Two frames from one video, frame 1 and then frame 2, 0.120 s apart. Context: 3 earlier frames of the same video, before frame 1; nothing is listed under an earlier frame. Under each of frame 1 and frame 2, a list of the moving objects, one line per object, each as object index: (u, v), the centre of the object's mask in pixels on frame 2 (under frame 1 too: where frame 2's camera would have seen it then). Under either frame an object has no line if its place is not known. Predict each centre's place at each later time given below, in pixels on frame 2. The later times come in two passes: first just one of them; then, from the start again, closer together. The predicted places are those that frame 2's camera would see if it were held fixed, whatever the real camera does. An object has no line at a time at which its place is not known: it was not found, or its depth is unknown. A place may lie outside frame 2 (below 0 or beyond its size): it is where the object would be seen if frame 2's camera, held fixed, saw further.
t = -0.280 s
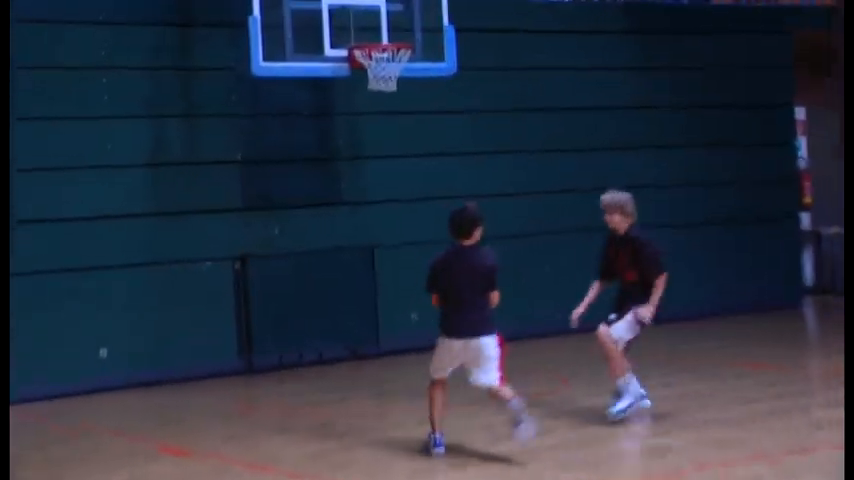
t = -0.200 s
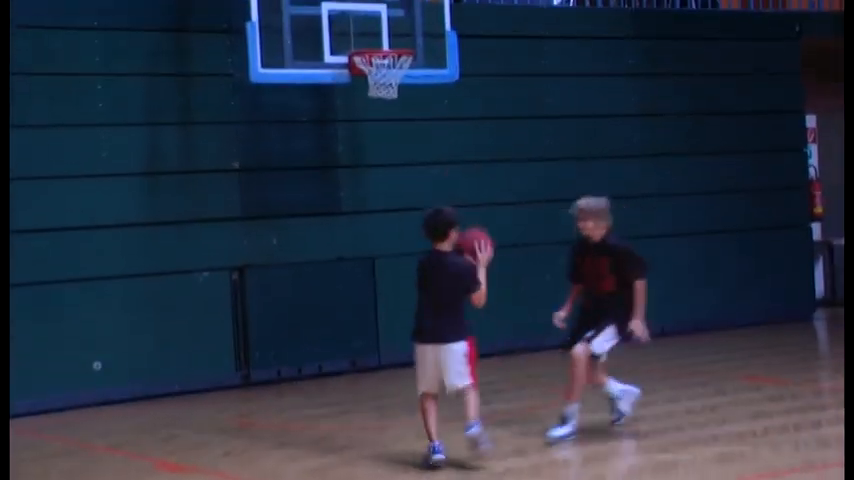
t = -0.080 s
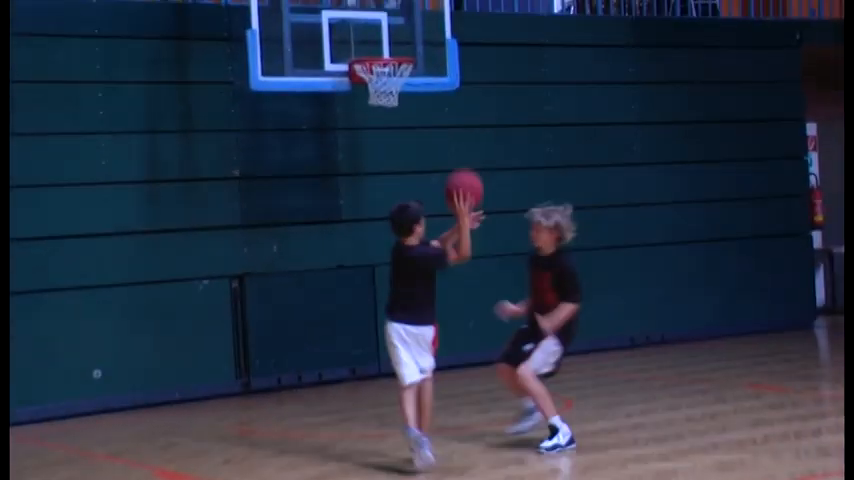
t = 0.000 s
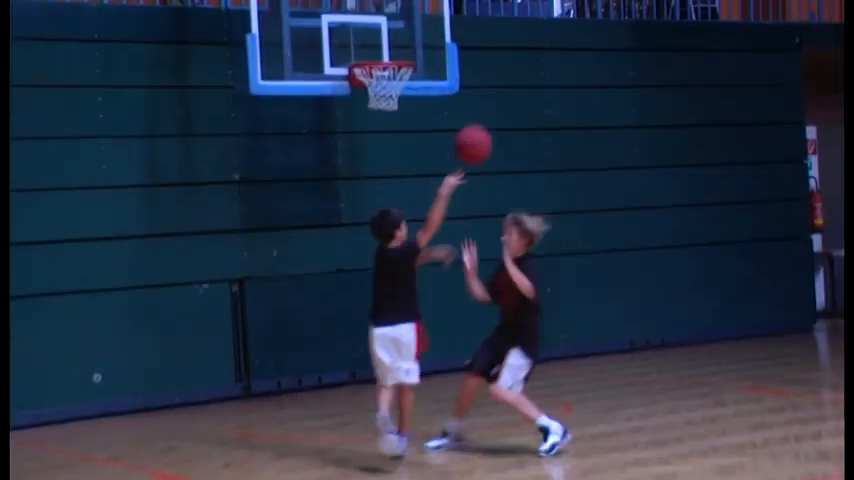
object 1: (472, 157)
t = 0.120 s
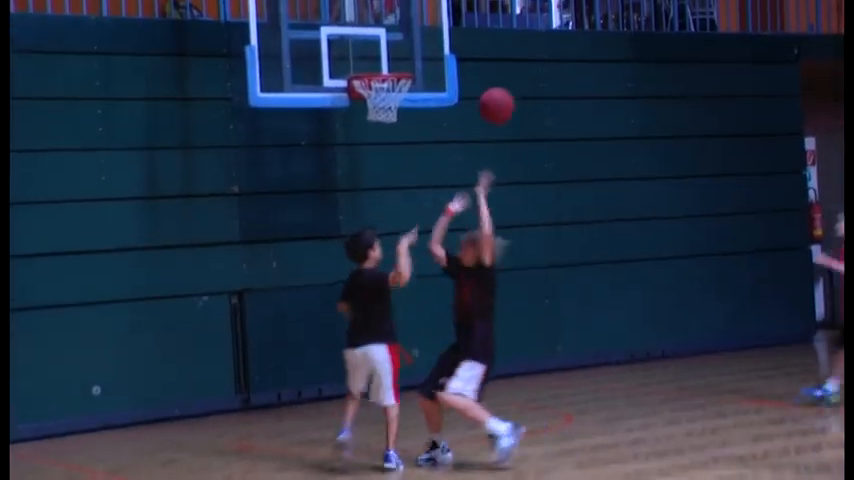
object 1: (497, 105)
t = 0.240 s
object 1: (520, 81)
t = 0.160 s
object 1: (504, 94)
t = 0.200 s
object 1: (512, 86)
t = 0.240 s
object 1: (520, 81)
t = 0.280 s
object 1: (528, 78)
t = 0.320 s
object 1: (535, 78)
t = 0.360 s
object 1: (543, 79)
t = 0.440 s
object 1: (558, 88)
